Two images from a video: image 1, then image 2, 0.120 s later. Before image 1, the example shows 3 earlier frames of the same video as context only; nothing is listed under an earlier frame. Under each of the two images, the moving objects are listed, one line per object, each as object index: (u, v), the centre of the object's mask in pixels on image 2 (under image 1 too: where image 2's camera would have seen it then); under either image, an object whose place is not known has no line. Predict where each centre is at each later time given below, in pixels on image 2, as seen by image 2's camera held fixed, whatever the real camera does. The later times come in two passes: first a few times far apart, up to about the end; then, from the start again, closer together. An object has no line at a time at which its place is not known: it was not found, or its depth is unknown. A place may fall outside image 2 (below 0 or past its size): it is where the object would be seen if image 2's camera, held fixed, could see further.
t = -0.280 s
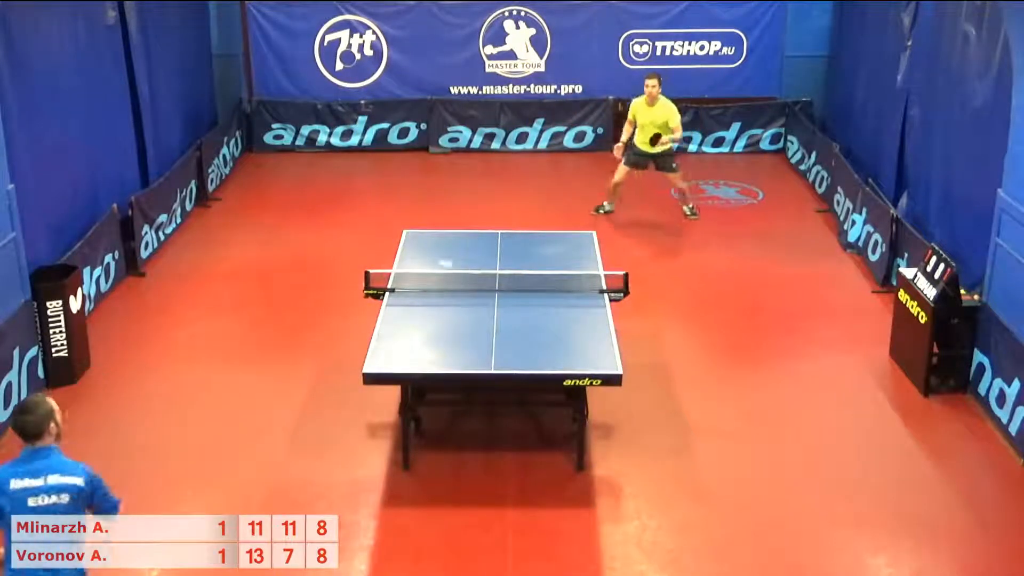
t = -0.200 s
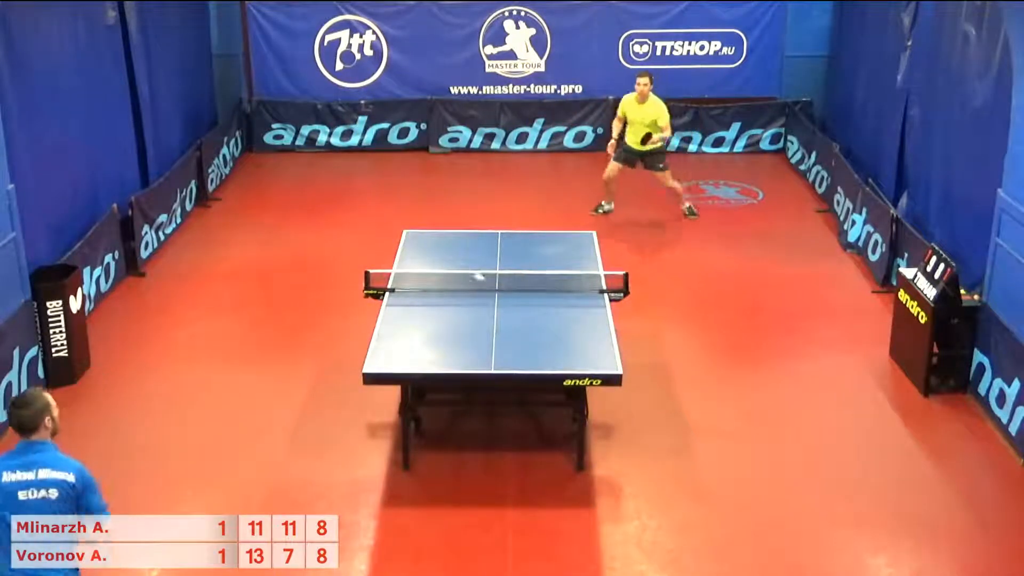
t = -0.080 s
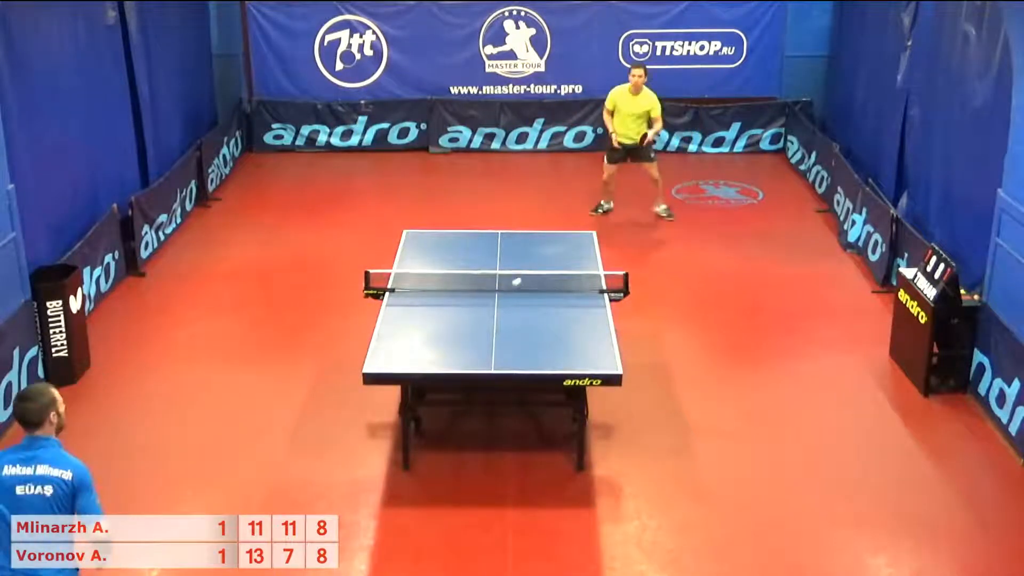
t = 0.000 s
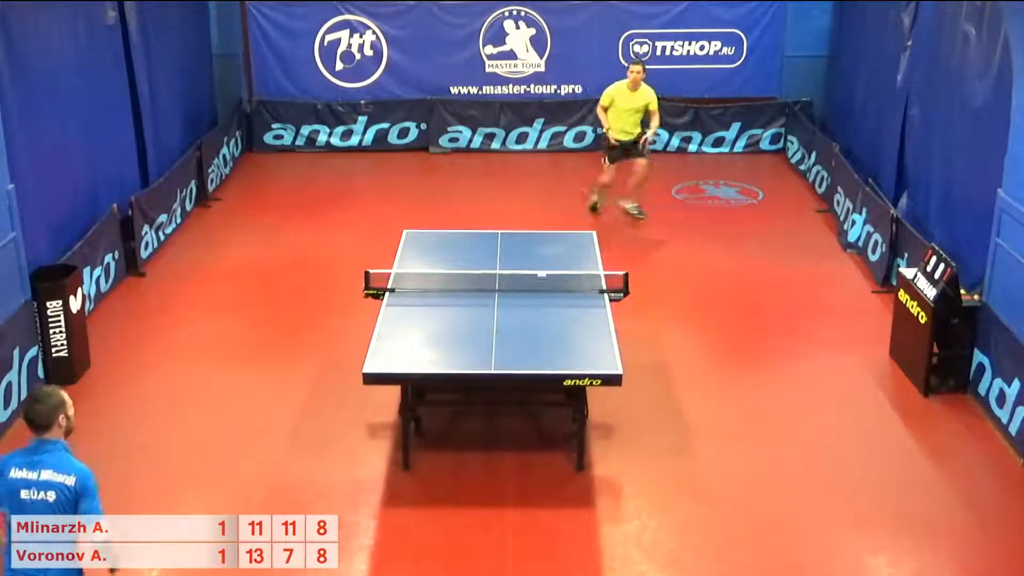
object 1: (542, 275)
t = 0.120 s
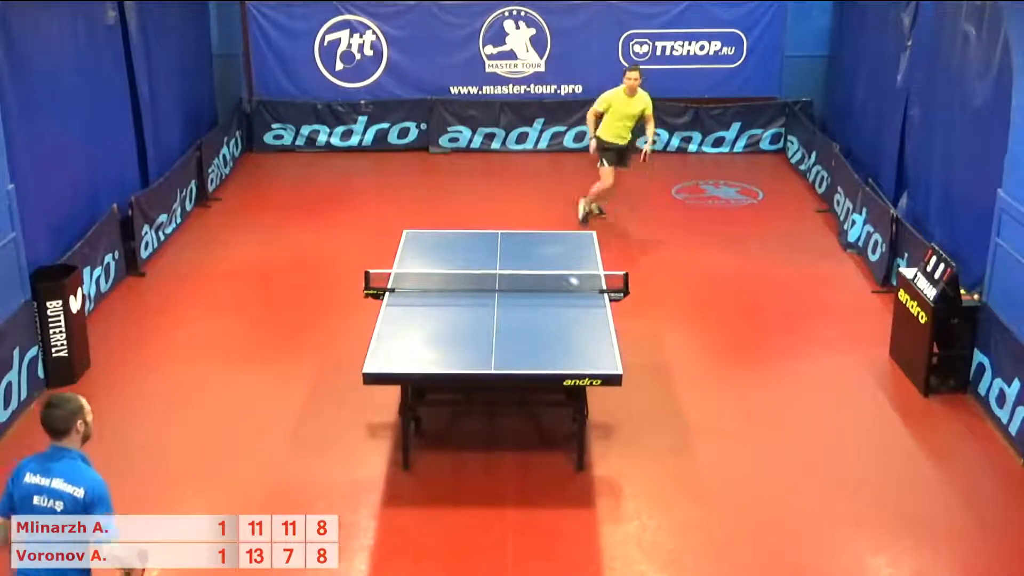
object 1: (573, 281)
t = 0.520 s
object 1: (680, 301)
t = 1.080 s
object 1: (794, 333)
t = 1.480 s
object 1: (861, 359)
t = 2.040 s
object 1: (881, 381)
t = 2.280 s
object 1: (867, 388)
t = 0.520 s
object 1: (680, 301)
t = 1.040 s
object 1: (786, 332)
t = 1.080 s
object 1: (794, 333)
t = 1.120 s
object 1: (801, 336)
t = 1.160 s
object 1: (808, 340)
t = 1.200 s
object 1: (814, 347)
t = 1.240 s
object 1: (821, 355)
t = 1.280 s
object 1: (827, 367)
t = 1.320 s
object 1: (832, 380)
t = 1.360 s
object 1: (838, 379)
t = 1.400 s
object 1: (846, 371)
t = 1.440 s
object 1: (854, 364)
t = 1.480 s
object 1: (861, 359)
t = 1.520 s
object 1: (867, 357)
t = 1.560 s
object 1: (874, 356)
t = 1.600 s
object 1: (880, 358)
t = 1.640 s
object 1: (886, 361)
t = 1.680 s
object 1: (891, 367)
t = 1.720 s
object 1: (896, 374)
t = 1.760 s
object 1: (901, 380)
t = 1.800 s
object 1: (908, 374)
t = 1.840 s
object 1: (907, 370)
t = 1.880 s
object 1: (902, 369)
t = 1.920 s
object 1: (897, 369)
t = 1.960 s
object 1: (892, 371)
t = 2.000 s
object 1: (885, 375)
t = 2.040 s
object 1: (881, 381)
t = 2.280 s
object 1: (867, 388)
